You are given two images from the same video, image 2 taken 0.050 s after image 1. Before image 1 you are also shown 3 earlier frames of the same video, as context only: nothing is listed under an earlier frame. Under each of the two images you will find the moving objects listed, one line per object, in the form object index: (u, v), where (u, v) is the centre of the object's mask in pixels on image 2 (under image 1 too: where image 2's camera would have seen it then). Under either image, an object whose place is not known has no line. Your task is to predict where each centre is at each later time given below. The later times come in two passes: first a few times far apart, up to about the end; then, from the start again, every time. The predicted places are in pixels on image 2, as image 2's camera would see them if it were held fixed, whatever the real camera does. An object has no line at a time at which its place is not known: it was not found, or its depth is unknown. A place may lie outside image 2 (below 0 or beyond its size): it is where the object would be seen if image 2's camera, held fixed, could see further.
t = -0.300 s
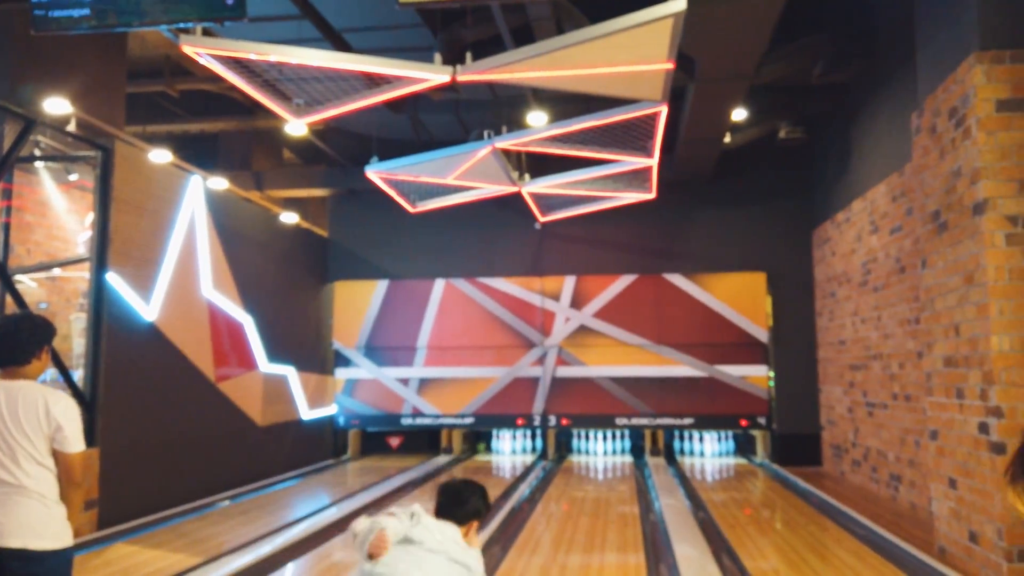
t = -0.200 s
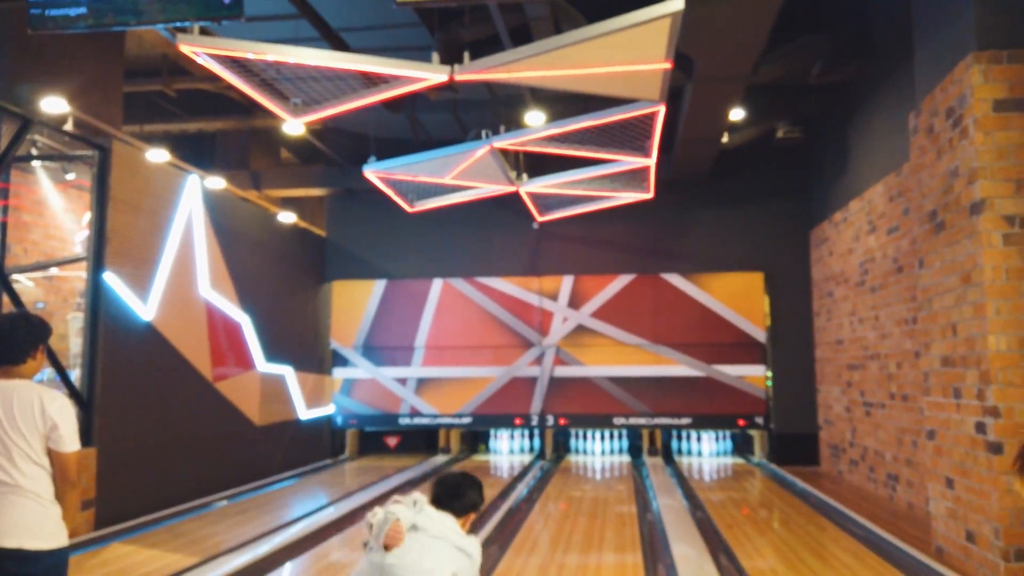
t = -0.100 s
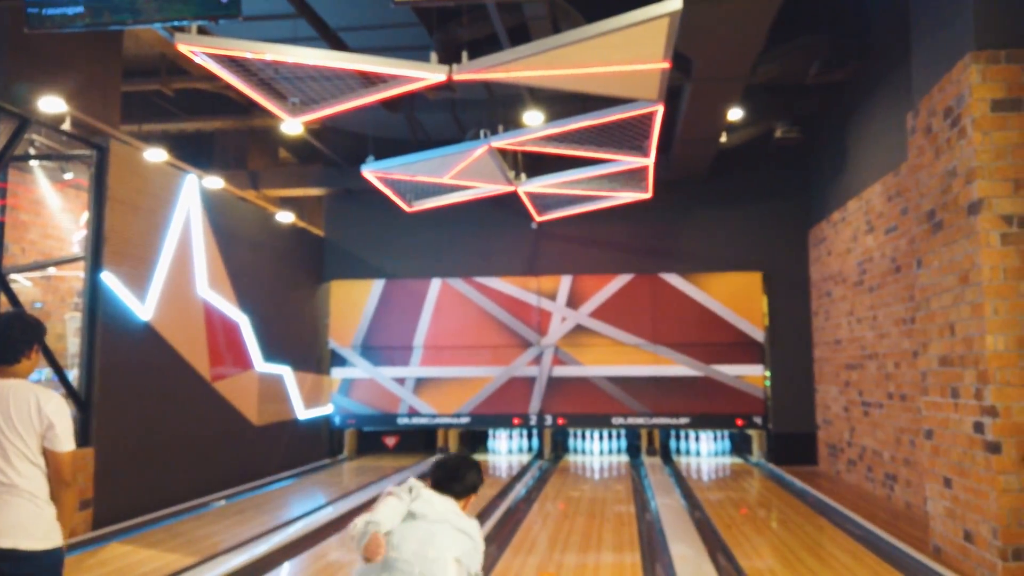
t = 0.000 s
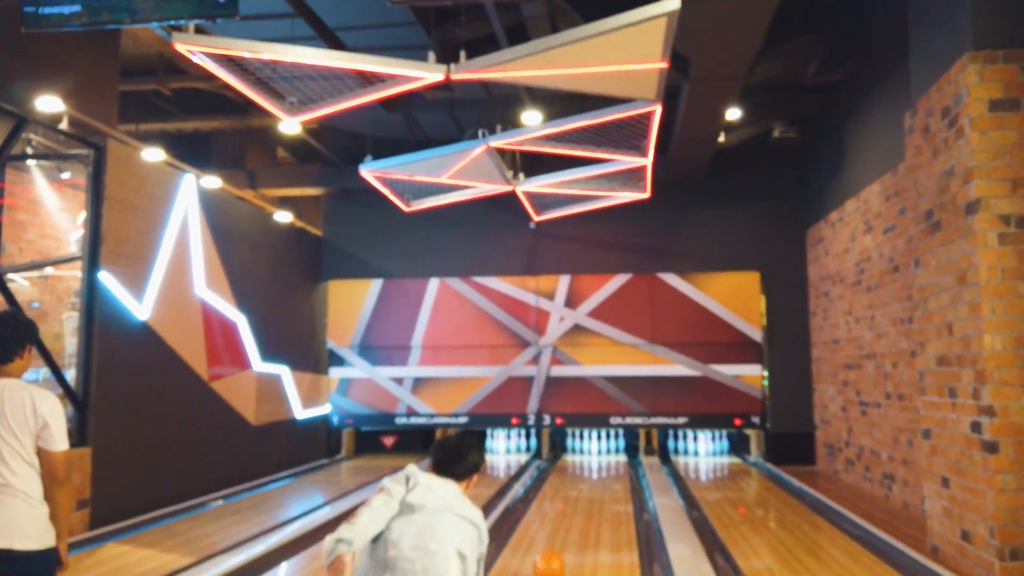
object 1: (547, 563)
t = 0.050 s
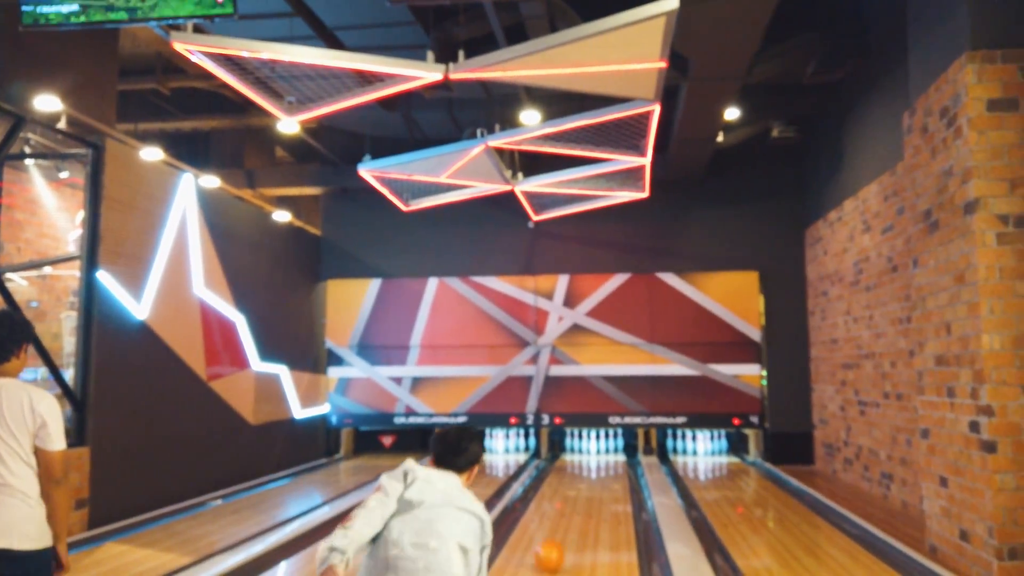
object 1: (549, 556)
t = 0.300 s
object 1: (553, 519)
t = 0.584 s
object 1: (553, 492)
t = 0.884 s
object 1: (552, 474)
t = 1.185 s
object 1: (548, 463)
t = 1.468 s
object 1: (551, 456)
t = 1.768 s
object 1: (557, 450)
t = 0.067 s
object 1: (550, 553)
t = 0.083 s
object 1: (549, 550)
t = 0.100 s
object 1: (550, 547)
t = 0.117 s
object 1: (550, 544)
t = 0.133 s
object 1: (551, 541)
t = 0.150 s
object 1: (552, 539)
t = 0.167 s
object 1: (552, 536)
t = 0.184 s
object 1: (553, 533)
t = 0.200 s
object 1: (553, 531)
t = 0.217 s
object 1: (553, 529)
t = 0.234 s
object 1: (553, 527)
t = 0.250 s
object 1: (553, 525)
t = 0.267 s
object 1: (553, 523)
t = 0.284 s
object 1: (553, 521)
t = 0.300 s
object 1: (553, 519)
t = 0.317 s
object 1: (553, 517)
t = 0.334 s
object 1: (554, 515)
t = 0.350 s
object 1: (554, 513)
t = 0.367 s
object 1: (554, 512)
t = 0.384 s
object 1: (554, 509)
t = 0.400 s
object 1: (554, 508)
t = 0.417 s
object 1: (555, 507)
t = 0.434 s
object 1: (554, 505)
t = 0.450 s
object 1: (554, 504)
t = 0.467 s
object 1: (554, 502)
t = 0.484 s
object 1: (554, 500)
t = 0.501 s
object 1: (554, 499)
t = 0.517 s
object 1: (554, 498)
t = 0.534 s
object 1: (554, 496)
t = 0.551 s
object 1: (553, 494)
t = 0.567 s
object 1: (554, 494)
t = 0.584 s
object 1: (553, 492)
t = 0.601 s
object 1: (553, 491)
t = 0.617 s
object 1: (553, 489)
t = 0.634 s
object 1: (553, 488)
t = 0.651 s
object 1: (553, 487)
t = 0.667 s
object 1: (553, 486)
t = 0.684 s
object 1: (553, 485)
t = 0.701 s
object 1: (553, 484)
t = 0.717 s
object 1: (553, 483)
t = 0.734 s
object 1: (552, 482)
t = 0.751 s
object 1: (553, 481)
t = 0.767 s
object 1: (552, 480)
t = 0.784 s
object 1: (552, 479)
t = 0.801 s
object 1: (552, 478)
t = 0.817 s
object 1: (552, 477)
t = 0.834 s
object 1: (552, 476)
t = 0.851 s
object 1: (552, 476)
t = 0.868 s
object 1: (552, 475)
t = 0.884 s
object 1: (552, 474)
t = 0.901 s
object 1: (551, 473)
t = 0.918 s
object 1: (551, 473)
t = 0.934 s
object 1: (551, 471)
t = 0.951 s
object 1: (550, 471)
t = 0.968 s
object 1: (550, 470)
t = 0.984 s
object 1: (550, 469)
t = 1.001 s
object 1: (550, 469)
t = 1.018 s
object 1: (550, 468)
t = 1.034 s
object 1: (549, 467)
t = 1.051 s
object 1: (550, 467)
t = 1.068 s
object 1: (550, 466)
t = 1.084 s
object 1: (550, 465)
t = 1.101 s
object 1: (549, 465)
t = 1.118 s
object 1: (549, 465)
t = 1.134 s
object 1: (548, 464)
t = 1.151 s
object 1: (548, 463)
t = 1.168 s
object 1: (548, 463)
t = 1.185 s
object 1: (548, 463)
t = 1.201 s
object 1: (547, 463)
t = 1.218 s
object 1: (547, 463)
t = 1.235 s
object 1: (547, 463)
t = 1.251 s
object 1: (546, 463)
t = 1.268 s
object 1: (547, 463)
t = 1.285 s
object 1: (547, 462)
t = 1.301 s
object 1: (547, 461)
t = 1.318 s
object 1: (548, 460)
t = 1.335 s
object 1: (549, 460)
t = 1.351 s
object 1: (549, 459)
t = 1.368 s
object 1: (549, 459)
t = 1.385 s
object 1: (550, 458)
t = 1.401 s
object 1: (551, 458)
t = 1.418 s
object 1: (551, 457)
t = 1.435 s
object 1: (550, 456)
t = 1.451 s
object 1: (550, 456)
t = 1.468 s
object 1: (551, 456)
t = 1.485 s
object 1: (551, 455)
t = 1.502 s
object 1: (551, 455)
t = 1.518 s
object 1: (551, 455)
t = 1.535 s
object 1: (552, 454)
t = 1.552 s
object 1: (552, 454)
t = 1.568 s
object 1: (552, 454)
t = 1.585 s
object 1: (553, 453)
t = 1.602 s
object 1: (553, 453)
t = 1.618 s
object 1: (553, 452)
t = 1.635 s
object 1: (554, 452)
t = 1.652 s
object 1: (554, 452)
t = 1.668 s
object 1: (556, 451)
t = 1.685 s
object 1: (556, 451)
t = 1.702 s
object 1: (557, 450)
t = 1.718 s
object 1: (557, 450)
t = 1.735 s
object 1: (556, 451)
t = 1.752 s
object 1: (557, 450)
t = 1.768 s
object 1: (557, 450)
